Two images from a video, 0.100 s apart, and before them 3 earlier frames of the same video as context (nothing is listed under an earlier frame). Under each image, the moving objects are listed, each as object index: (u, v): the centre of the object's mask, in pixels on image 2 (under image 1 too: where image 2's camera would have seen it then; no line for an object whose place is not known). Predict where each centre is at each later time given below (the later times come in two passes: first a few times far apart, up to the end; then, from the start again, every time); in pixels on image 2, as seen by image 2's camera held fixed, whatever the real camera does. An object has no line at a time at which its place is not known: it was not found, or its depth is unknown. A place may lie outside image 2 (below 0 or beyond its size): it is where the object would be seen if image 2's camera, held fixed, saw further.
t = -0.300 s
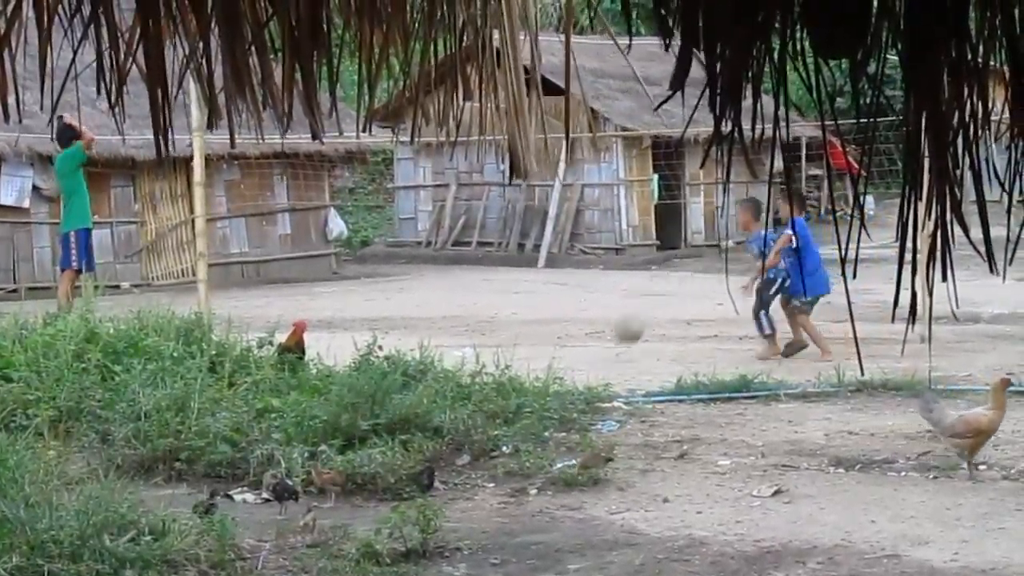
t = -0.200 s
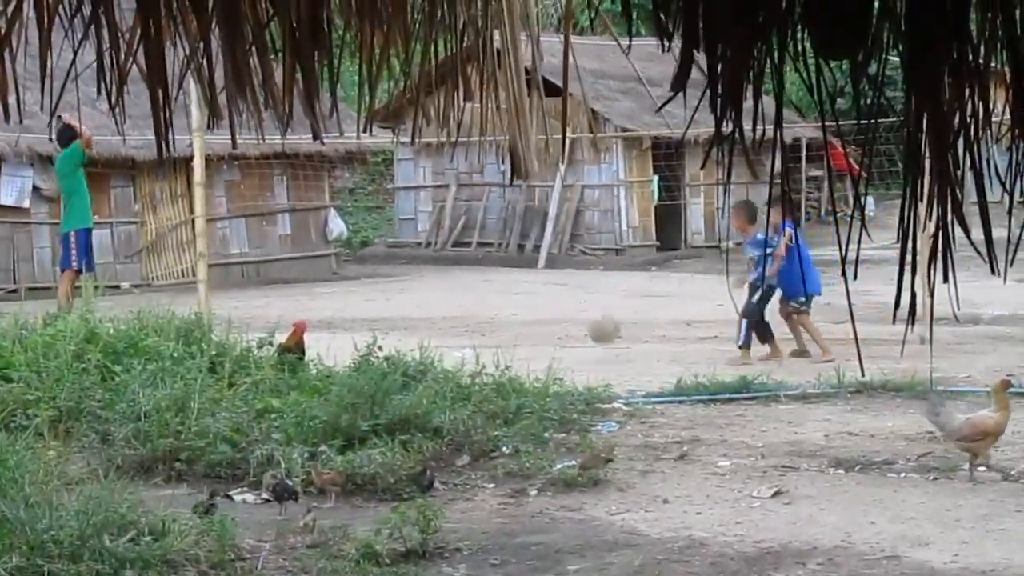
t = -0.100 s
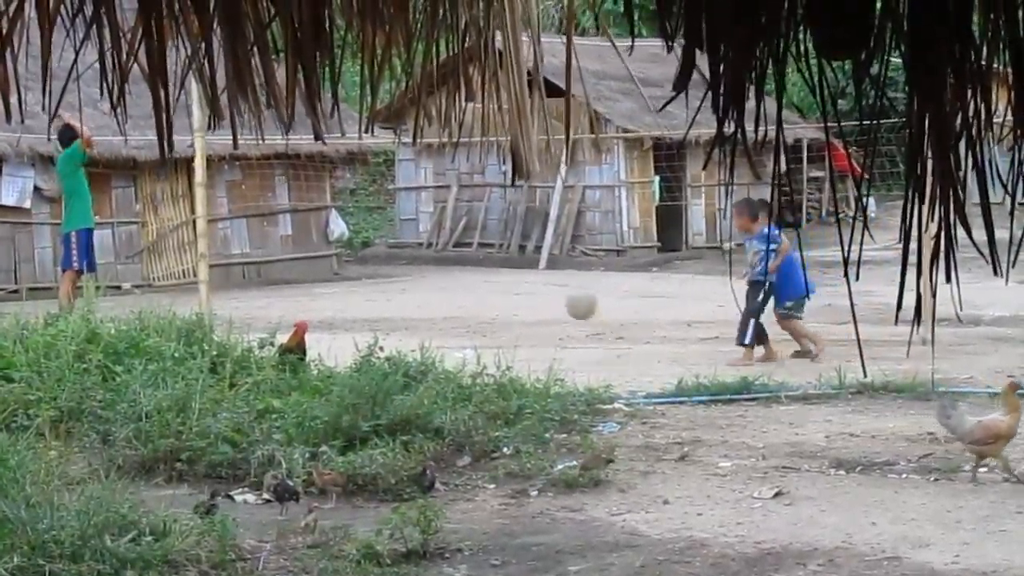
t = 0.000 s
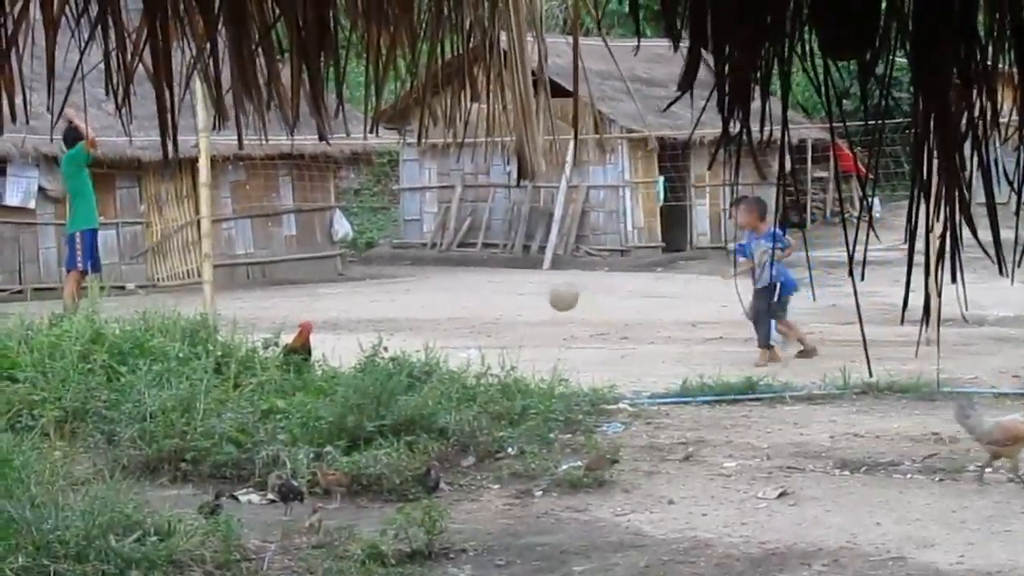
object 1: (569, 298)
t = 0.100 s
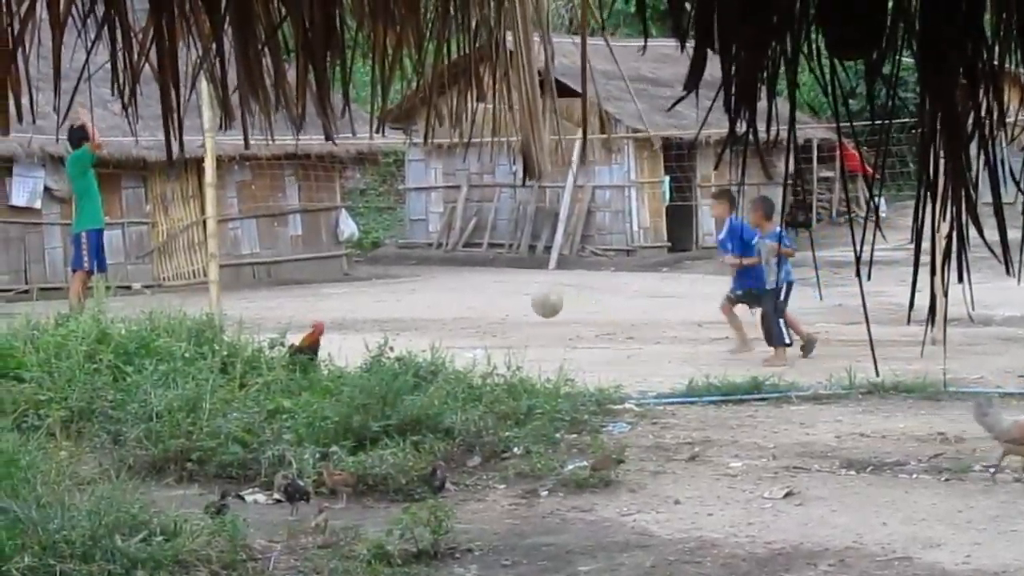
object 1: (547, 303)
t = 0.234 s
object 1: (520, 334)
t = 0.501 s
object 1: (463, 313)
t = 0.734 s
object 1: (416, 341)
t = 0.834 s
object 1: (396, 327)
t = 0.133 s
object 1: (540, 309)
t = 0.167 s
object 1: (533, 317)
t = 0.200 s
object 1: (527, 325)
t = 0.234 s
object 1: (520, 334)
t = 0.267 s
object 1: (513, 348)
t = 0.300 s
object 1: (505, 343)
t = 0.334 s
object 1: (499, 334)
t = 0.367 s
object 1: (492, 327)
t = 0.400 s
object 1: (484, 321)
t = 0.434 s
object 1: (477, 316)
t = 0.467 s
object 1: (470, 314)
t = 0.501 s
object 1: (463, 313)
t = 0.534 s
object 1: (456, 315)
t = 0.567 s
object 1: (449, 320)
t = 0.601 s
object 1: (443, 323)
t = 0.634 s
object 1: (436, 329)
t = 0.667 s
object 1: (430, 335)
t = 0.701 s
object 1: (423, 343)
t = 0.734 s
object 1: (416, 341)
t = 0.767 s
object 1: (409, 335)
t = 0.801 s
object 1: (403, 331)
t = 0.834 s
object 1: (396, 327)
